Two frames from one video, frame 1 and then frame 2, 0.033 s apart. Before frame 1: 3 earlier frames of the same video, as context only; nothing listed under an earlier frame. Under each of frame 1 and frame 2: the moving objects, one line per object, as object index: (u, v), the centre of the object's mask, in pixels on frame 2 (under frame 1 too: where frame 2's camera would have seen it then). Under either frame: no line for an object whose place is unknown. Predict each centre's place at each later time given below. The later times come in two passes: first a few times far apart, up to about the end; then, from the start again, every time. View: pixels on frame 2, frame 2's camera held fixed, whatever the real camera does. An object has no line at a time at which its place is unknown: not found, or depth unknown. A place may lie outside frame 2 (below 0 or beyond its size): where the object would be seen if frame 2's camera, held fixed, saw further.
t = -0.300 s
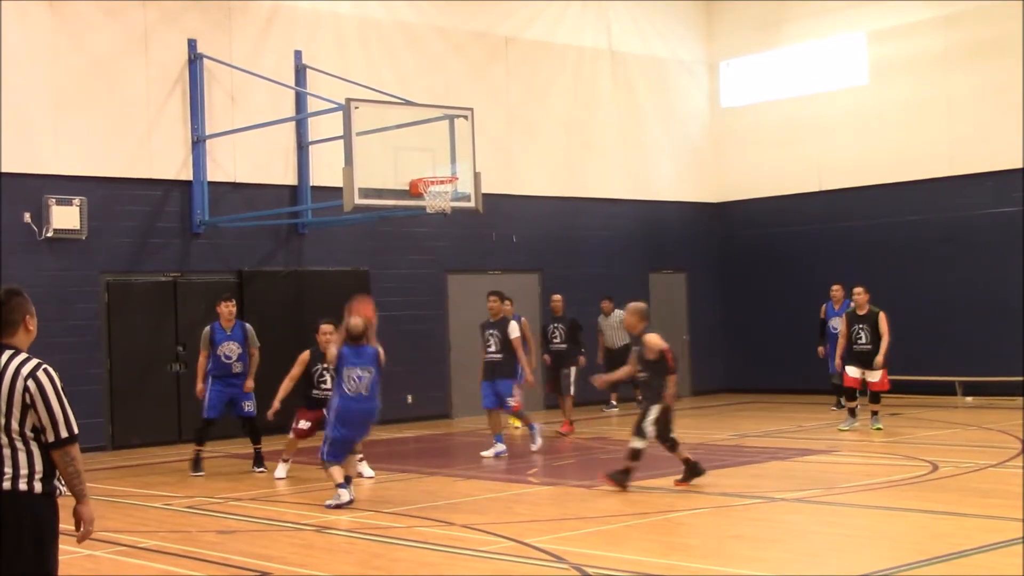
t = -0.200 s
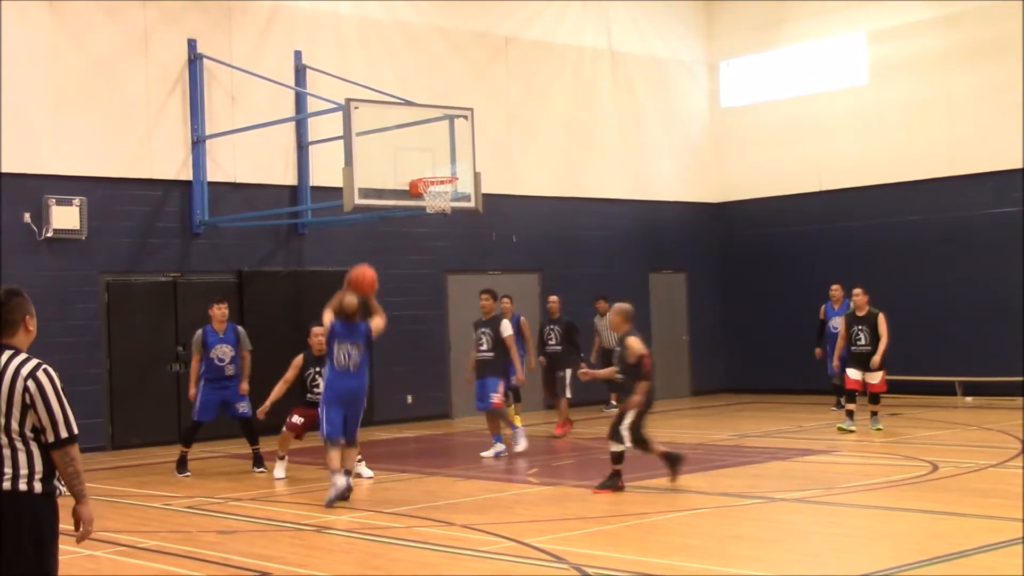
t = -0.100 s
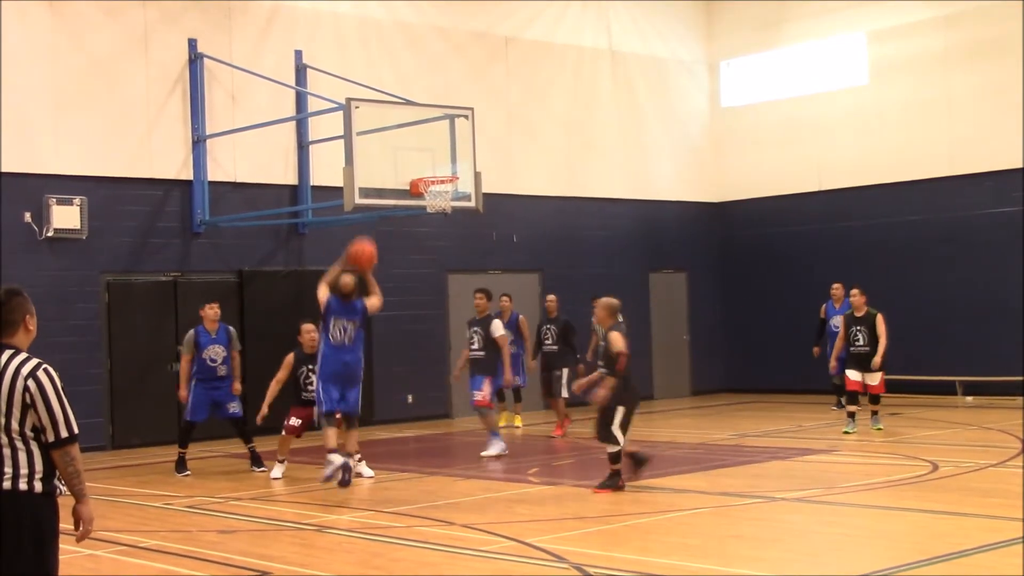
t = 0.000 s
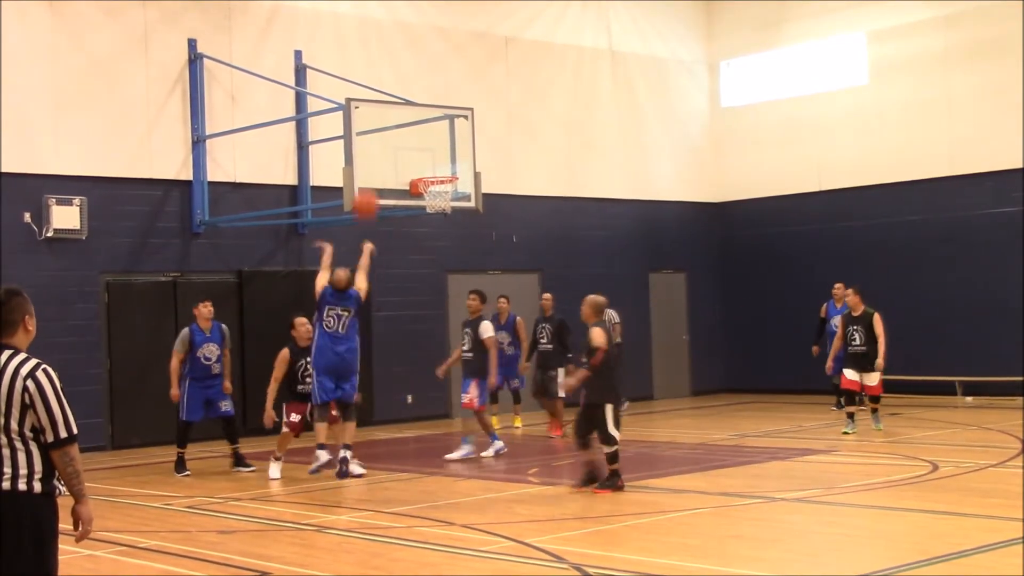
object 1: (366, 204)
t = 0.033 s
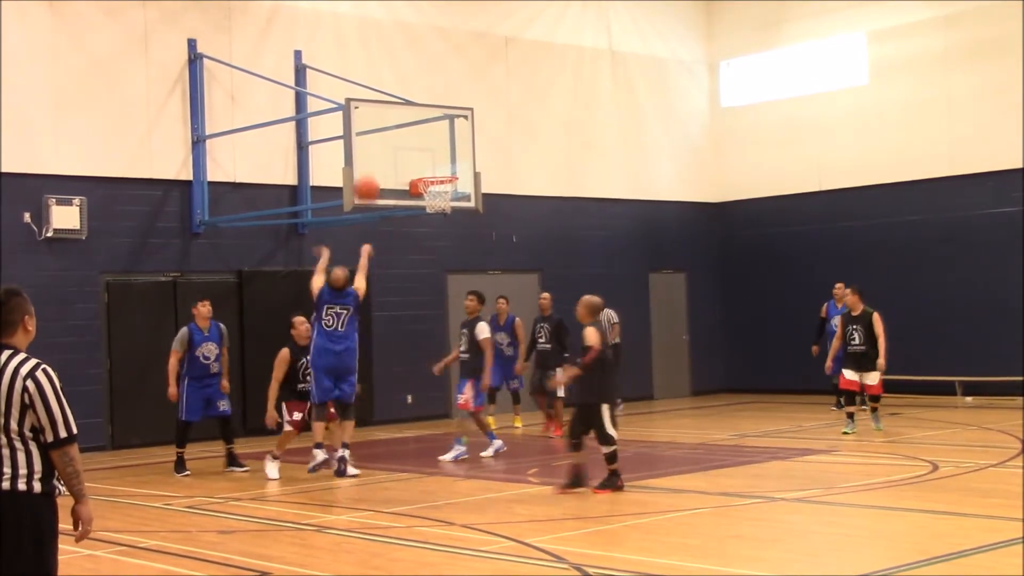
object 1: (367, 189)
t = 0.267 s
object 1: (375, 128)
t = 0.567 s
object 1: (386, 136)
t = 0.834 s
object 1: (410, 158)
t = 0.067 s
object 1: (368, 175)
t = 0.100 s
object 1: (369, 164)
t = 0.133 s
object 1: (370, 154)
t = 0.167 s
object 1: (372, 146)
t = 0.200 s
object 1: (373, 138)
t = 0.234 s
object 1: (374, 132)
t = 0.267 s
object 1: (375, 128)
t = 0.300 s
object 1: (376, 125)
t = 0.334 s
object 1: (378, 122)
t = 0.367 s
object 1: (379, 122)
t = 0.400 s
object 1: (380, 121)
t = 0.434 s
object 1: (381, 122)
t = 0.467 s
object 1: (383, 124)
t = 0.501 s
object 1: (384, 127)
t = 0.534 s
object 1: (385, 131)
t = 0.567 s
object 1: (386, 136)
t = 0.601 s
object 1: (388, 141)
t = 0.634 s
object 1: (389, 148)
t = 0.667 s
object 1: (390, 155)
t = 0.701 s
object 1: (393, 162)
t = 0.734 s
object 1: (403, 167)
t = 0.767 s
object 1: (411, 170)
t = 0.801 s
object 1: (411, 164)
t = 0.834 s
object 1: (410, 158)
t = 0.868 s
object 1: (409, 153)
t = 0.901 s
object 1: (408, 149)
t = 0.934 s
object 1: (407, 146)
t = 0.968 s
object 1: (406, 144)
